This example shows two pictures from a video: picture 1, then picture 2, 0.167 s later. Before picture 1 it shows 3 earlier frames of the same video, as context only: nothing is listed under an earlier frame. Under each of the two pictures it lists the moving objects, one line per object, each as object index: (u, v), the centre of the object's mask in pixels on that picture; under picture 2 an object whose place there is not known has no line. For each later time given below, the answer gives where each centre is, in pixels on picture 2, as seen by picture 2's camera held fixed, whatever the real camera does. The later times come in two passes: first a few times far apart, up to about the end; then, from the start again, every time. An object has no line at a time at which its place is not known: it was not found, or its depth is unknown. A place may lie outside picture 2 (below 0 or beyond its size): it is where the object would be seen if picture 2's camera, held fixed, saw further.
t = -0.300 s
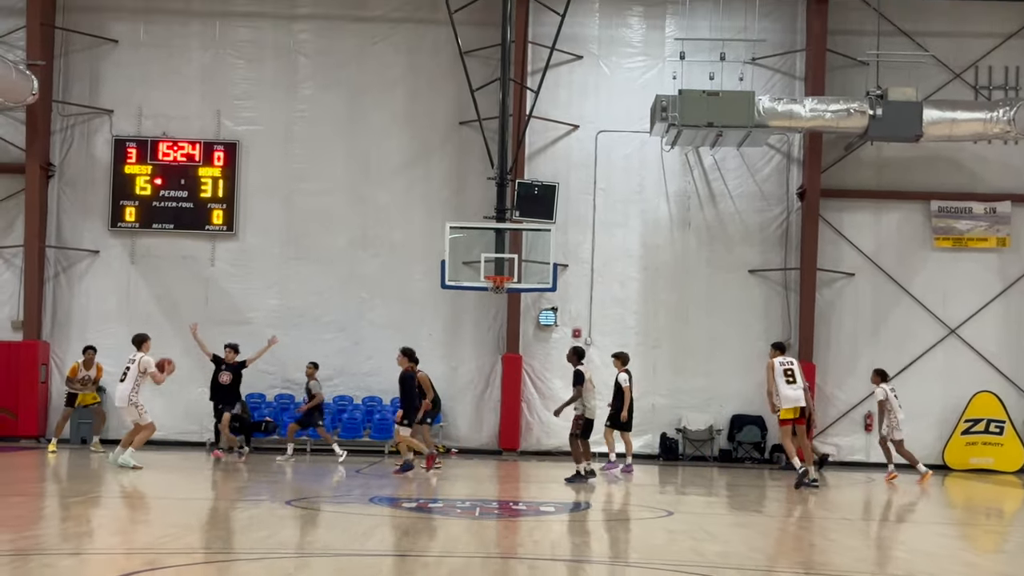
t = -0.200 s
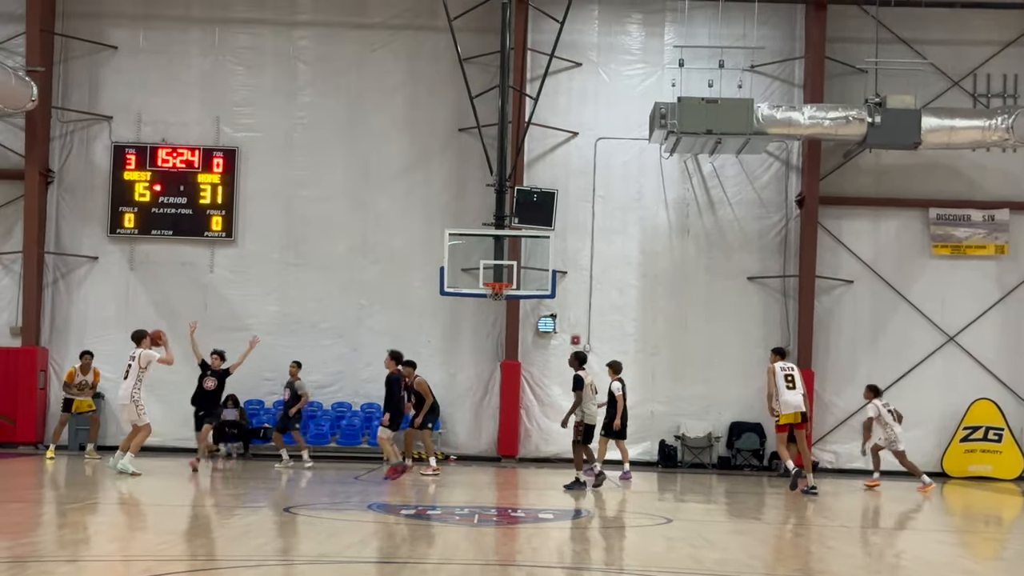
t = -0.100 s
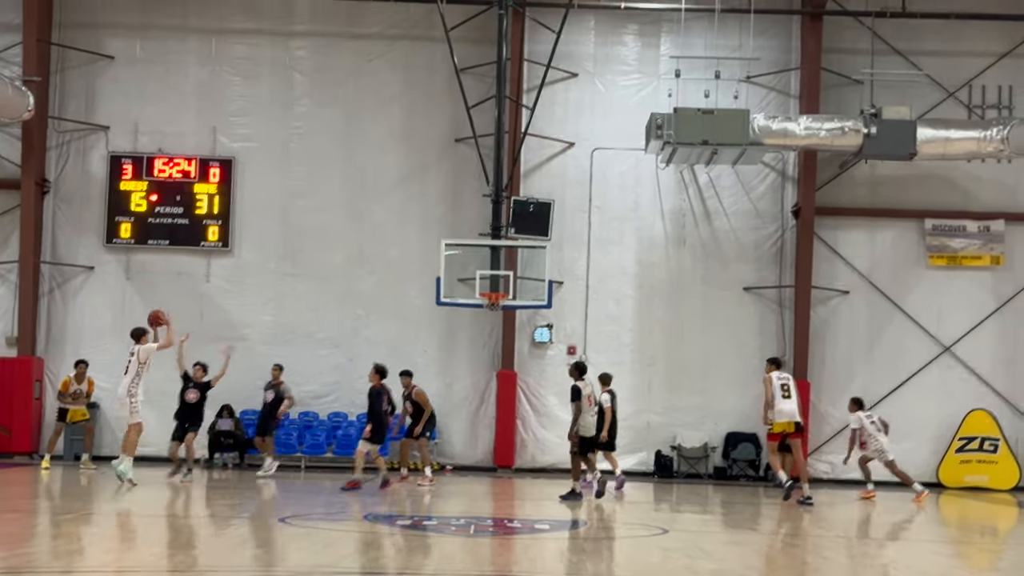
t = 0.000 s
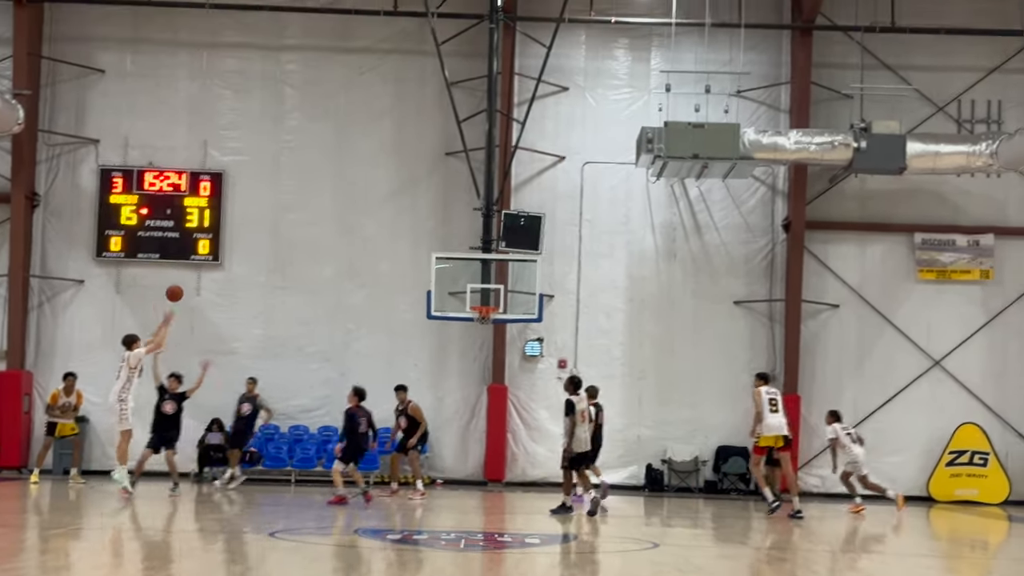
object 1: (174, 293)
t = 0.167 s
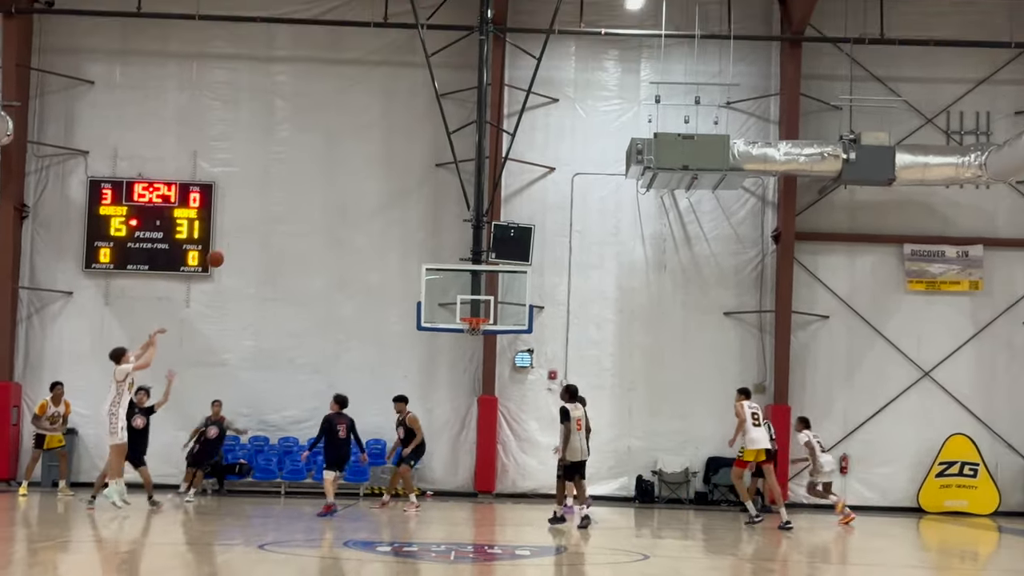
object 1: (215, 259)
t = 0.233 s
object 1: (237, 244)
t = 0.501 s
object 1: (316, 218)
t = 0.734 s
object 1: (378, 234)
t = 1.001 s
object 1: (440, 291)
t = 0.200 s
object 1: (226, 251)
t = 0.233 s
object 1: (237, 244)
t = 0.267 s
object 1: (247, 238)
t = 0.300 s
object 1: (257, 233)
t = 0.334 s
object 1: (267, 229)
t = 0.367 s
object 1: (277, 225)
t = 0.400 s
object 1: (287, 223)
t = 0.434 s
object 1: (297, 220)
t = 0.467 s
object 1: (307, 219)
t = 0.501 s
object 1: (316, 218)
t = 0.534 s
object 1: (326, 218)
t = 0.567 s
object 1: (335, 219)
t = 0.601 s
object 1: (343, 221)
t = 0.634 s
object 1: (352, 223)
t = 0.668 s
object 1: (361, 226)
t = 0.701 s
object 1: (370, 229)
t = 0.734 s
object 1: (378, 234)
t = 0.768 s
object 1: (387, 238)
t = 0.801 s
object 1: (395, 243)
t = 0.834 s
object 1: (403, 250)
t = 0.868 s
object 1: (411, 257)
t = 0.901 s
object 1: (419, 264)
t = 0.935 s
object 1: (426, 272)
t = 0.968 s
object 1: (434, 281)
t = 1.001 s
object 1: (440, 291)
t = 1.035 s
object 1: (447, 301)
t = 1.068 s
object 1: (455, 311)
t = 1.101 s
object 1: (459, 320)
